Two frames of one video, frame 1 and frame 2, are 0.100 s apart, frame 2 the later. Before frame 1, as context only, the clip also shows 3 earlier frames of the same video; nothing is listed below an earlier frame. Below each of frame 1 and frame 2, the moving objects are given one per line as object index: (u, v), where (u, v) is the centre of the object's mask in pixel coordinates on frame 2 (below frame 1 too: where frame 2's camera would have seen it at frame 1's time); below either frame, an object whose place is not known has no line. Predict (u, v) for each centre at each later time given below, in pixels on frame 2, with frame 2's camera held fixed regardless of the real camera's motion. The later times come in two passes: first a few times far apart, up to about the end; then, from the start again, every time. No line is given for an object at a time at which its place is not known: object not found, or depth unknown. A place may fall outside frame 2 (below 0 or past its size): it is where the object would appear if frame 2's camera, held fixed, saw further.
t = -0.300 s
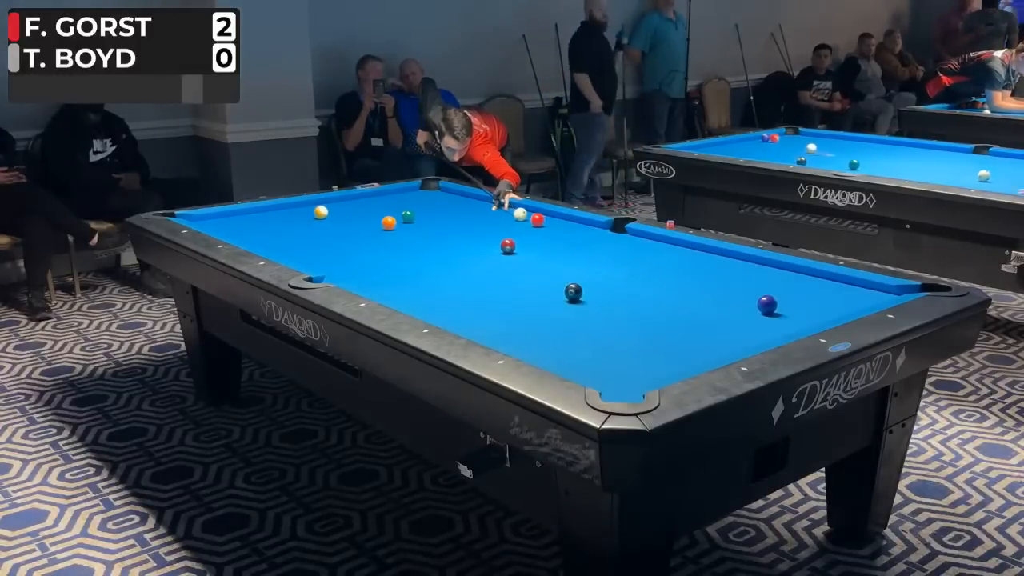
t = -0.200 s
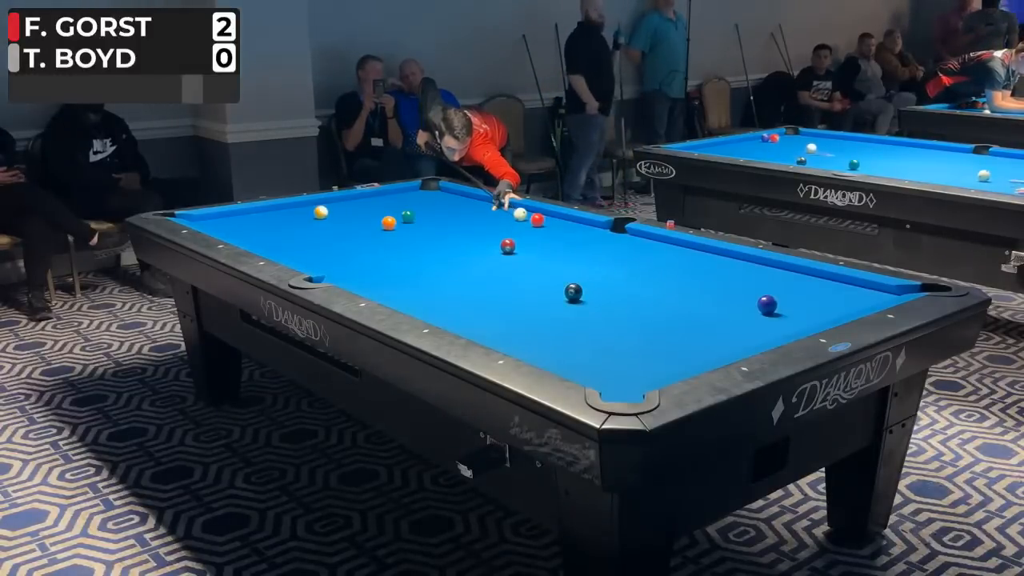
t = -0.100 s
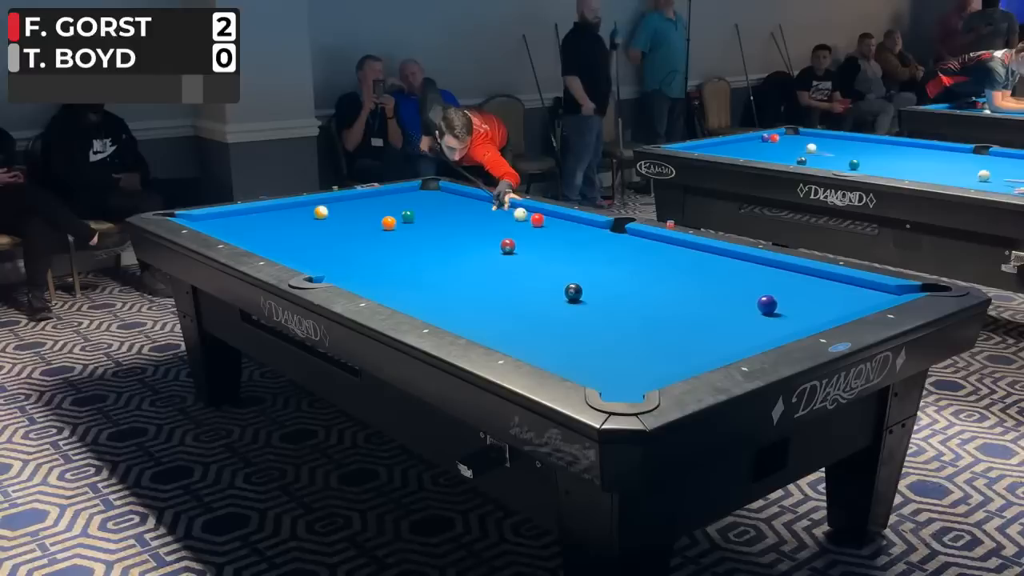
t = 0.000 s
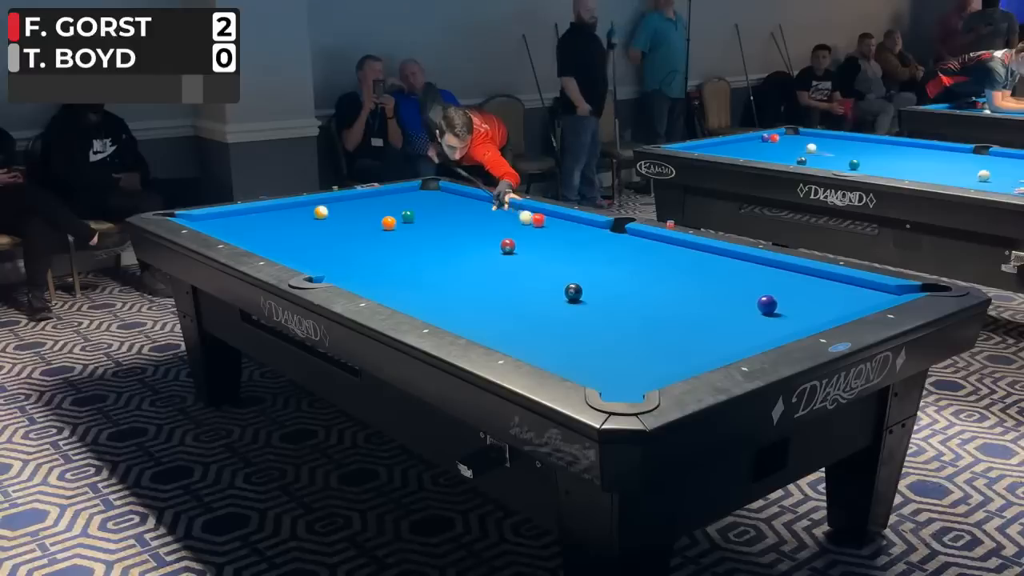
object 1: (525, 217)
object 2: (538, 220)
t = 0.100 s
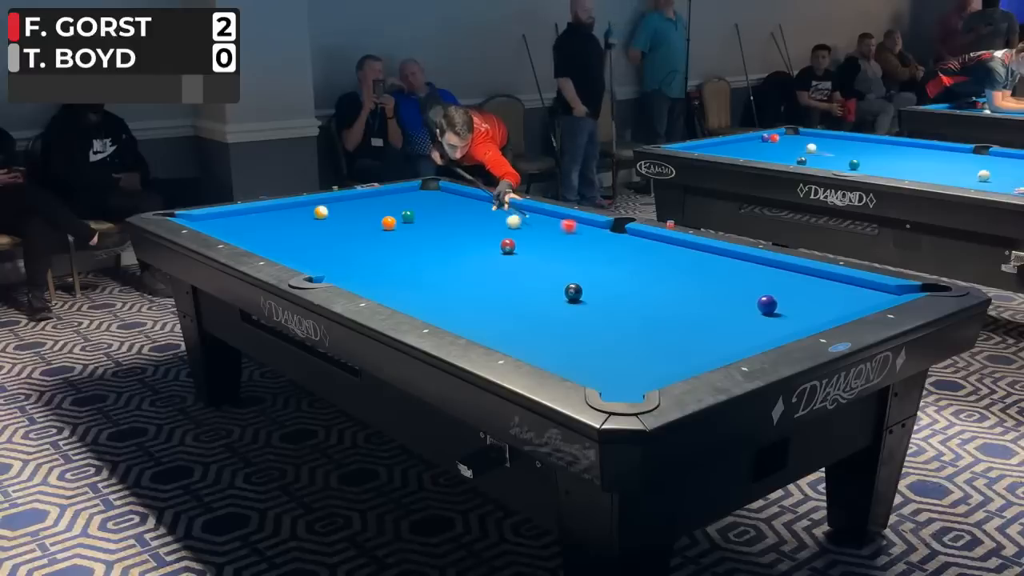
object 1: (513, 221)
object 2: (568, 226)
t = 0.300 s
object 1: (494, 231)
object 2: (625, 237)
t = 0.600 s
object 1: (468, 248)
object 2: (705, 253)
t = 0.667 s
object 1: (461, 252)
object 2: (724, 257)
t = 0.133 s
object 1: (510, 223)
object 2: (579, 228)
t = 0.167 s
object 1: (506, 224)
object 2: (589, 230)
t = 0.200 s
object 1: (503, 226)
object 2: (598, 232)
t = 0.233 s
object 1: (500, 227)
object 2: (607, 234)
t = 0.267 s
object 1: (497, 229)
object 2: (616, 235)
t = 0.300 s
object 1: (494, 231)
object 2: (625, 237)
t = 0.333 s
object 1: (492, 233)
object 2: (633, 239)
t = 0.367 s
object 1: (489, 235)
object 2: (641, 241)
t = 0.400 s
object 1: (486, 237)
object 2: (650, 242)
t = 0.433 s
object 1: (483, 238)
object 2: (659, 244)
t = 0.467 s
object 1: (480, 240)
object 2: (668, 246)
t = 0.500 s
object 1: (477, 242)
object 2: (677, 248)
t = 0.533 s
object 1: (474, 244)
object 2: (686, 250)
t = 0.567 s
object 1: (471, 246)
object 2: (695, 251)
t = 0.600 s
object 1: (468, 248)
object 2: (705, 253)
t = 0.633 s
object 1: (464, 250)
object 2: (715, 255)
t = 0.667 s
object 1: (461, 252)
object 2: (724, 257)
